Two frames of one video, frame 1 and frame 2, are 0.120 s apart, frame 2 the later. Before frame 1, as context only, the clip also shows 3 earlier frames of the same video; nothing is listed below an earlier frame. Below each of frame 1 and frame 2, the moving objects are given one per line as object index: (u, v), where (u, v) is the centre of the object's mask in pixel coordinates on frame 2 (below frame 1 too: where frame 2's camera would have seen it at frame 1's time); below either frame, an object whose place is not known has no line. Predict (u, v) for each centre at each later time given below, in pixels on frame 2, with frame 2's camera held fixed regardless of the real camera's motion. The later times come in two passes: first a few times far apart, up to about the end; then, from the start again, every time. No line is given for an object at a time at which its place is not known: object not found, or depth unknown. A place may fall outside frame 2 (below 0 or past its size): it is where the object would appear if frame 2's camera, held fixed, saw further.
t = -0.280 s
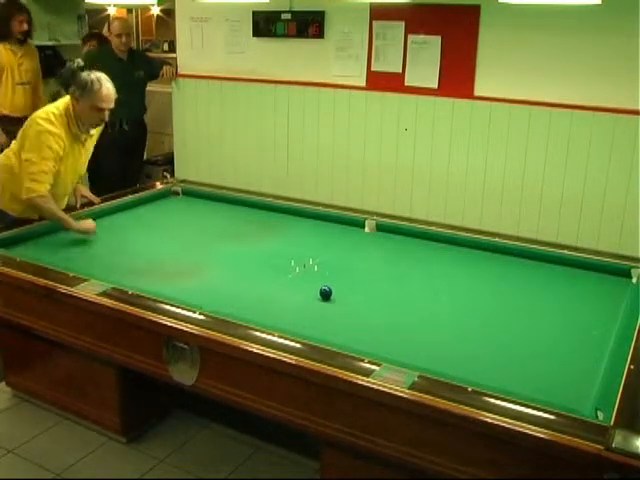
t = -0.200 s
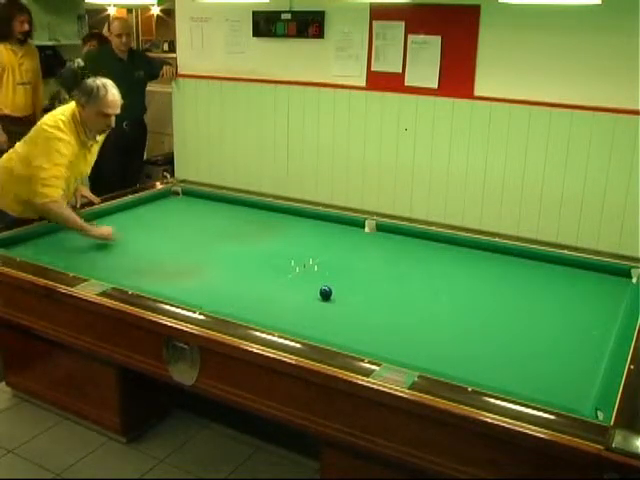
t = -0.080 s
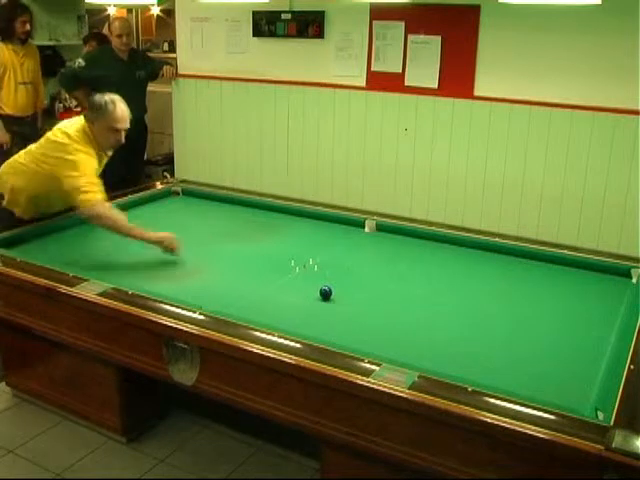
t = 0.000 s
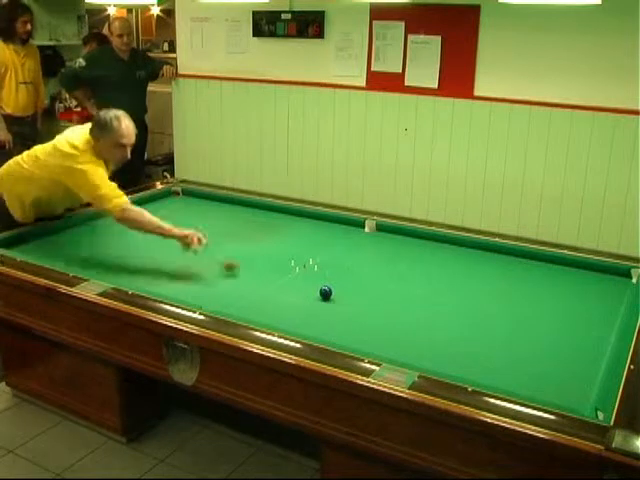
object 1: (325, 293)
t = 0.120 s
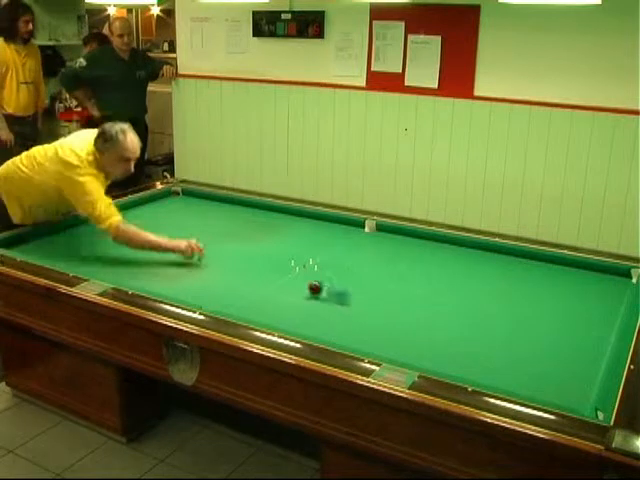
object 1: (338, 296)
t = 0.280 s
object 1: (503, 335)
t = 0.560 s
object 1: (455, 320)
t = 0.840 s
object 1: (289, 281)
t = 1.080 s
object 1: (188, 255)
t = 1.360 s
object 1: (94, 233)
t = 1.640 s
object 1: (114, 236)
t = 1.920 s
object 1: (176, 249)
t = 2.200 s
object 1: (245, 266)
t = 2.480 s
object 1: (322, 283)
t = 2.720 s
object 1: (394, 299)
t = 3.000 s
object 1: (487, 320)
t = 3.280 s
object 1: (591, 343)
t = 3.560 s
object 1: (547, 332)
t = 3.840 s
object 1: (485, 317)
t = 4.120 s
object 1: (429, 304)
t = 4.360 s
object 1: (385, 294)
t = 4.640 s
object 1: (338, 282)
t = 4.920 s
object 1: (294, 272)
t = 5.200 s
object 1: (255, 263)
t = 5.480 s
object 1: (219, 254)
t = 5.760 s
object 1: (186, 246)
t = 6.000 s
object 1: (161, 240)
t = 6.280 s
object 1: (133, 233)
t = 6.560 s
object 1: (107, 228)
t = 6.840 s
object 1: (83, 221)
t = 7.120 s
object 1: (96, 224)
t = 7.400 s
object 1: (110, 228)
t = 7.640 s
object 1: (122, 230)
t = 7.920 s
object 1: (135, 233)
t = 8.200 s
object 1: (148, 236)
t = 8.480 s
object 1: (161, 239)
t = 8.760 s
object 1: (173, 242)
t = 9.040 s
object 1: (185, 245)
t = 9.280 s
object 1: (195, 247)
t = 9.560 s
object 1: (206, 250)
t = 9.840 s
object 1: (216, 253)
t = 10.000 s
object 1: (222, 254)
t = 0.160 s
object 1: (376, 303)
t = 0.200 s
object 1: (417, 315)
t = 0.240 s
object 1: (458, 324)
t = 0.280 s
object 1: (503, 335)
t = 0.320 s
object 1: (548, 345)
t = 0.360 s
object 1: (594, 356)
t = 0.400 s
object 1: (583, 351)
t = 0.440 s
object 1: (548, 343)
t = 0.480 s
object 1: (514, 336)
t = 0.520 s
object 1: (482, 326)
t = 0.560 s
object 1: (455, 320)
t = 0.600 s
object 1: (426, 313)
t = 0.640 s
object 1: (399, 308)
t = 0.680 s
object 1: (374, 302)
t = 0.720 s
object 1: (352, 296)
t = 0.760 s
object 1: (329, 291)
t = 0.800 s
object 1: (308, 286)
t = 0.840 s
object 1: (289, 281)
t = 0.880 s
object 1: (271, 277)
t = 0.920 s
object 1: (253, 272)
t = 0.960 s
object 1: (236, 268)
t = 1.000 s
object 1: (219, 263)
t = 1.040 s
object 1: (204, 260)
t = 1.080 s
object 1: (188, 255)
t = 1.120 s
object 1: (173, 252)
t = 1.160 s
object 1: (159, 248)
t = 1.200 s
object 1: (146, 245)
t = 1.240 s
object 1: (133, 242)
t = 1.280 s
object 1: (119, 238)
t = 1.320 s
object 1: (106, 236)
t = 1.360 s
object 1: (94, 233)
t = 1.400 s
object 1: (82, 229)
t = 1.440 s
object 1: (70, 225)
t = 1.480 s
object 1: (75, 227)
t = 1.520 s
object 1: (86, 230)
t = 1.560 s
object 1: (96, 232)
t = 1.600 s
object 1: (105, 234)
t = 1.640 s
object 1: (114, 236)
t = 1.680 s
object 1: (123, 239)
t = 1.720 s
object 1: (132, 240)
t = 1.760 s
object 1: (140, 242)
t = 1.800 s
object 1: (149, 244)
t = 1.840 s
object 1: (158, 246)
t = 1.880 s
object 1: (167, 248)
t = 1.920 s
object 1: (176, 249)
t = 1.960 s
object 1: (185, 252)
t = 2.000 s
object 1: (195, 254)
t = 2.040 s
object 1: (205, 256)
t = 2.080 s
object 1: (215, 260)
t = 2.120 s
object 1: (225, 262)
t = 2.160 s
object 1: (235, 264)
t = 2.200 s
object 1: (245, 266)
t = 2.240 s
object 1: (255, 268)
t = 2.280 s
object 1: (266, 271)
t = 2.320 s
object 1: (277, 273)
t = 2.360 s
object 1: (287, 276)
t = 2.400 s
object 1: (298, 278)
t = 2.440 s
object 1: (310, 280)
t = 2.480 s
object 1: (322, 283)
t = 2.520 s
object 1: (333, 286)
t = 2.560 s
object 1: (345, 288)
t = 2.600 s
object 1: (357, 291)
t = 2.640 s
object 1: (370, 294)
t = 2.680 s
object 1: (382, 297)
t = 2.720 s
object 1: (394, 299)
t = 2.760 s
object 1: (407, 303)
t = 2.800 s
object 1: (420, 305)
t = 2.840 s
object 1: (433, 308)
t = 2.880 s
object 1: (446, 311)
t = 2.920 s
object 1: (460, 313)
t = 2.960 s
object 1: (473, 318)
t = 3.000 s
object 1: (487, 320)
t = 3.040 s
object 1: (502, 324)
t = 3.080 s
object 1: (516, 326)
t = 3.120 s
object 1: (530, 329)
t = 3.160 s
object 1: (545, 333)
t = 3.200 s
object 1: (560, 336)
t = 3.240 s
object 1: (576, 340)
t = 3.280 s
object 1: (591, 343)
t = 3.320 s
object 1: (606, 345)
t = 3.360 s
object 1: (599, 344)
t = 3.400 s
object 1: (586, 342)
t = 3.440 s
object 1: (576, 338)
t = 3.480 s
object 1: (566, 336)
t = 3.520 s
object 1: (556, 334)
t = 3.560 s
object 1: (547, 332)
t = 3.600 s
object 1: (537, 329)
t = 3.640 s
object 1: (528, 328)
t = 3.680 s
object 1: (520, 325)
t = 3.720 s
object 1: (510, 323)
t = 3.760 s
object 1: (503, 322)
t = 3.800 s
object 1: (494, 320)
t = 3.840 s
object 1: (485, 317)
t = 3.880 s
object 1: (476, 315)
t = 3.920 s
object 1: (468, 314)
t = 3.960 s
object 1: (461, 312)
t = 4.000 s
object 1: (452, 310)
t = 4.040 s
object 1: (444, 308)
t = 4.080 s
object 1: (436, 306)
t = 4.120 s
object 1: (429, 304)
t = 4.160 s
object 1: (421, 303)
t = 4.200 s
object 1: (414, 301)
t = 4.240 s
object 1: (406, 299)
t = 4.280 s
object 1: (399, 298)
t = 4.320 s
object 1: (392, 296)
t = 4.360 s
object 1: (385, 294)
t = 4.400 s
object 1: (377, 292)
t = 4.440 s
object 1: (371, 291)
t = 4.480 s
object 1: (364, 289)
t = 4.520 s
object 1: (357, 287)
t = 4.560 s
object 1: (350, 286)
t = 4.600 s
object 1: (344, 284)
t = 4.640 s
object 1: (338, 282)
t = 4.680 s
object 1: (331, 281)
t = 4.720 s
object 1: (325, 280)
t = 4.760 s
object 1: (318, 278)
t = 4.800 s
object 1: (312, 277)
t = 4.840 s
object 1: (306, 275)
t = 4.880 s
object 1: (300, 274)
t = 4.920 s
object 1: (294, 272)
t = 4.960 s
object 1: (288, 271)
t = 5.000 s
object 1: (282, 269)
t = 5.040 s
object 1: (277, 268)
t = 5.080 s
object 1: (271, 267)
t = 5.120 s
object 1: (266, 265)
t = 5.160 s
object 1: (261, 264)
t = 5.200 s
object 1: (255, 263)
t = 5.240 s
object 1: (249, 262)
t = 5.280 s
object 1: (244, 261)
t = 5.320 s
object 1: (239, 260)
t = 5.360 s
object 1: (234, 258)
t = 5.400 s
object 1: (229, 257)
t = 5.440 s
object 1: (224, 255)
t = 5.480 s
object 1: (219, 254)
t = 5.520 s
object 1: (214, 253)
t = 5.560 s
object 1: (209, 252)
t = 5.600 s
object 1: (205, 250)
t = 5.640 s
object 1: (200, 249)
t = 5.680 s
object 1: (195, 248)
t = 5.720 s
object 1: (191, 247)
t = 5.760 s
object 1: (186, 246)
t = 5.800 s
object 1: (182, 245)
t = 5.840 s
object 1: (178, 244)
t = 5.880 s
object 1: (173, 243)
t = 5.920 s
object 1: (169, 242)
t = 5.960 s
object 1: (165, 241)
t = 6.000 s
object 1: (161, 240)
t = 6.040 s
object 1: (157, 239)
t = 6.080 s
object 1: (153, 238)
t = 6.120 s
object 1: (149, 237)
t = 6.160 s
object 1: (145, 236)
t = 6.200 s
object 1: (141, 235)
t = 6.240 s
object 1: (137, 234)
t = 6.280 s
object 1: (133, 233)
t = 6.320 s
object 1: (129, 232)
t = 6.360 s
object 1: (126, 231)
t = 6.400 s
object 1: (122, 230)
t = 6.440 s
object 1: (118, 229)
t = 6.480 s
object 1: (115, 229)
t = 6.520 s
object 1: (111, 228)
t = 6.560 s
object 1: (107, 228)
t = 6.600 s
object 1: (104, 227)
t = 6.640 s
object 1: (101, 226)
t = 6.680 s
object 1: (97, 225)
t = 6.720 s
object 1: (94, 223)
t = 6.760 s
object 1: (91, 223)
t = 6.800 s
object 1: (87, 222)
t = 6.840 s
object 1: (83, 221)
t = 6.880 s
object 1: (83, 221)
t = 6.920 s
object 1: (85, 221)
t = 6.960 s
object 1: (87, 222)
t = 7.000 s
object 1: (90, 222)
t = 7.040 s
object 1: (91, 223)
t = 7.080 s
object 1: (94, 223)
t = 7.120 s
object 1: (96, 224)
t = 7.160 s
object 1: (98, 225)
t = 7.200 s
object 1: (100, 225)
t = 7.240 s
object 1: (102, 225)
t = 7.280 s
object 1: (104, 226)
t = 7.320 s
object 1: (106, 226)
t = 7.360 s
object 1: (108, 227)
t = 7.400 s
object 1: (110, 228)
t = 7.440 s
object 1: (112, 228)
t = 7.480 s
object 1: (114, 228)
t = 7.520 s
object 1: (116, 228)
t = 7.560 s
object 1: (118, 229)
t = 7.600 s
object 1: (120, 229)
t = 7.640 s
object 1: (122, 230)
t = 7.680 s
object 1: (124, 230)
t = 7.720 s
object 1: (126, 231)
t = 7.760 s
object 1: (128, 231)
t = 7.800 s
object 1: (130, 232)
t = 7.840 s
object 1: (132, 232)
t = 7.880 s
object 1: (133, 233)
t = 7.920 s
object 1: (135, 233)
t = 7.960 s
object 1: (137, 233)
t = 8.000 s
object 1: (139, 234)
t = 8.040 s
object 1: (141, 234)
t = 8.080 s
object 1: (143, 235)
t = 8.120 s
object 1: (145, 235)
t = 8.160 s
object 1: (147, 236)
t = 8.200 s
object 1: (148, 236)
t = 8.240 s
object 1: (150, 236)
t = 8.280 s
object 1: (152, 237)
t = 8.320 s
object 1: (154, 237)
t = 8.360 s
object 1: (155, 238)
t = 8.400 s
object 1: (157, 238)
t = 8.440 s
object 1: (159, 239)
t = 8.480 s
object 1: (161, 239)
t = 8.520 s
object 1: (163, 239)
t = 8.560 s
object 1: (164, 240)
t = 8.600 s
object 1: (166, 241)
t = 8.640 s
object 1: (168, 241)
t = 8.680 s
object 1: (170, 241)
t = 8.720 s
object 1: (171, 242)
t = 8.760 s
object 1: (173, 242)
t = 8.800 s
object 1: (175, 242)
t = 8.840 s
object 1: (177, 243)
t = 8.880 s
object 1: (179, 243)
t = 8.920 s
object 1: (180, 244)
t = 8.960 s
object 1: (182, 244)
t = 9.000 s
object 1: (183, 244)
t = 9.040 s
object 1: (185, 245)
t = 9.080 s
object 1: (186, 245)
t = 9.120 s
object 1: (188, 246)
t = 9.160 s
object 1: (190, 246)
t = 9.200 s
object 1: (192, 247)
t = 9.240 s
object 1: (193, 247)
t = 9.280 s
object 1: (195, 247)
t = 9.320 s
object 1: (197, 248)
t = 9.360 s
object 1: (198, 248)
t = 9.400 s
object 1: (200, 248)
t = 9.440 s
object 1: (201, 249)
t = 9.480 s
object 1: (203, 249)
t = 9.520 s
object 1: (204, 250)
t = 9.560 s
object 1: (206, 250)
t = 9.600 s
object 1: (207, 250)
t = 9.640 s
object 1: (209, 251)
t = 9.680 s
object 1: (210, 251)
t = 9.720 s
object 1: (212, 252)
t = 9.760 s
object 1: (213, 252)
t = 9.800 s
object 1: (215, 252)
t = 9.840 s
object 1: (216, 253)
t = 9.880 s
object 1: (218, 253)
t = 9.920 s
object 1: (219, 253)
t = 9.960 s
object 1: (221, 254)
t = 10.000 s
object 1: (222, 254)
